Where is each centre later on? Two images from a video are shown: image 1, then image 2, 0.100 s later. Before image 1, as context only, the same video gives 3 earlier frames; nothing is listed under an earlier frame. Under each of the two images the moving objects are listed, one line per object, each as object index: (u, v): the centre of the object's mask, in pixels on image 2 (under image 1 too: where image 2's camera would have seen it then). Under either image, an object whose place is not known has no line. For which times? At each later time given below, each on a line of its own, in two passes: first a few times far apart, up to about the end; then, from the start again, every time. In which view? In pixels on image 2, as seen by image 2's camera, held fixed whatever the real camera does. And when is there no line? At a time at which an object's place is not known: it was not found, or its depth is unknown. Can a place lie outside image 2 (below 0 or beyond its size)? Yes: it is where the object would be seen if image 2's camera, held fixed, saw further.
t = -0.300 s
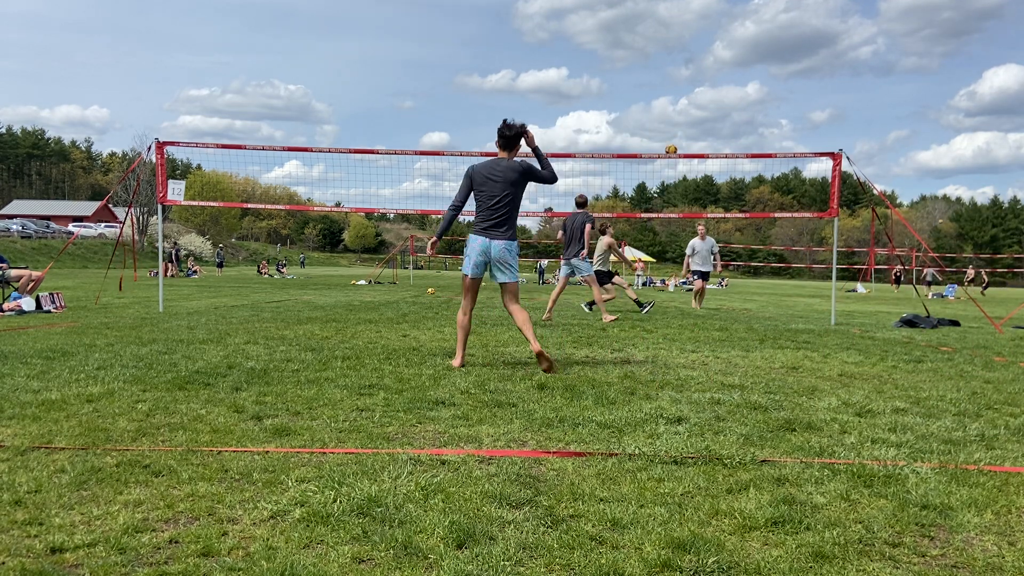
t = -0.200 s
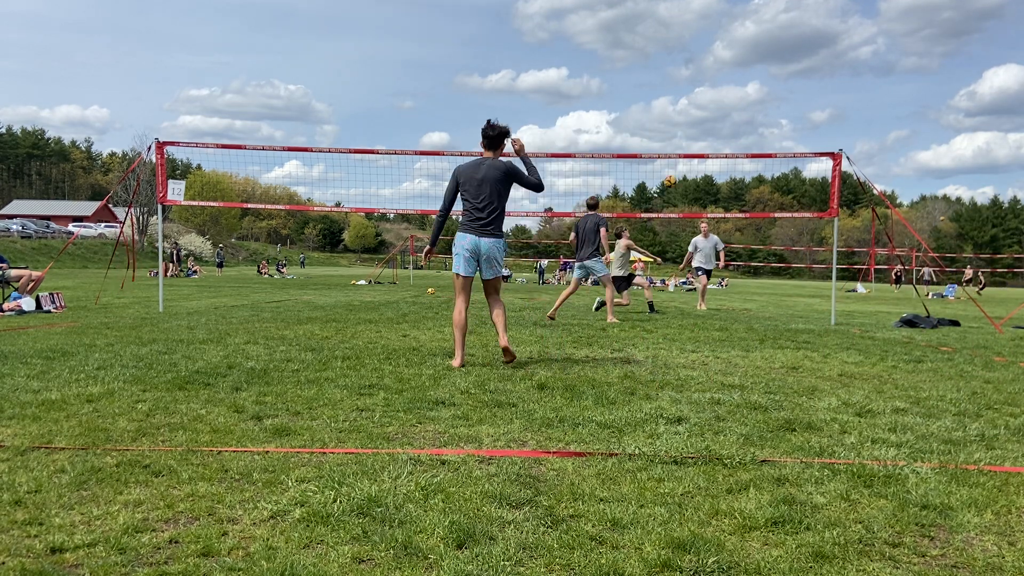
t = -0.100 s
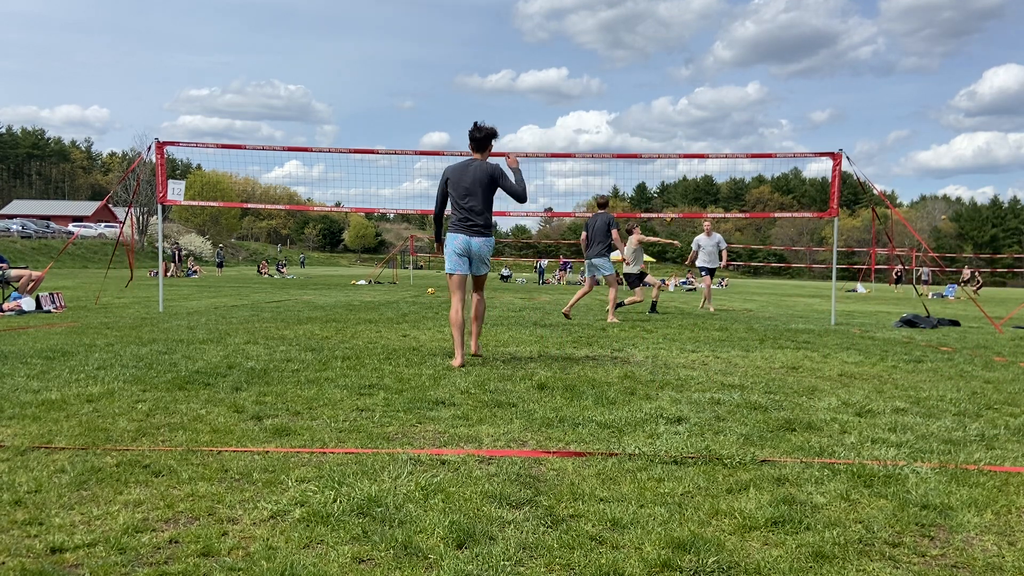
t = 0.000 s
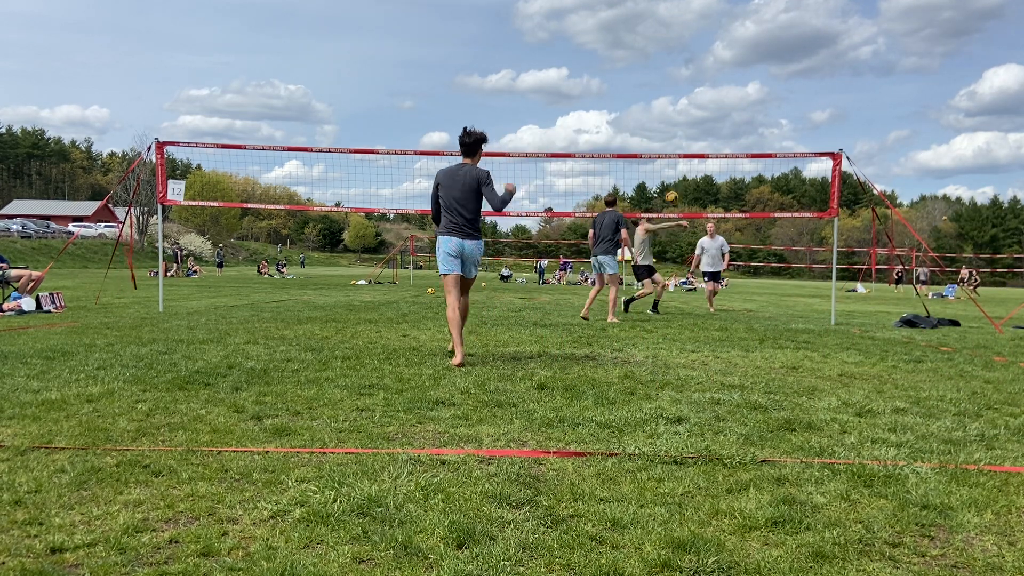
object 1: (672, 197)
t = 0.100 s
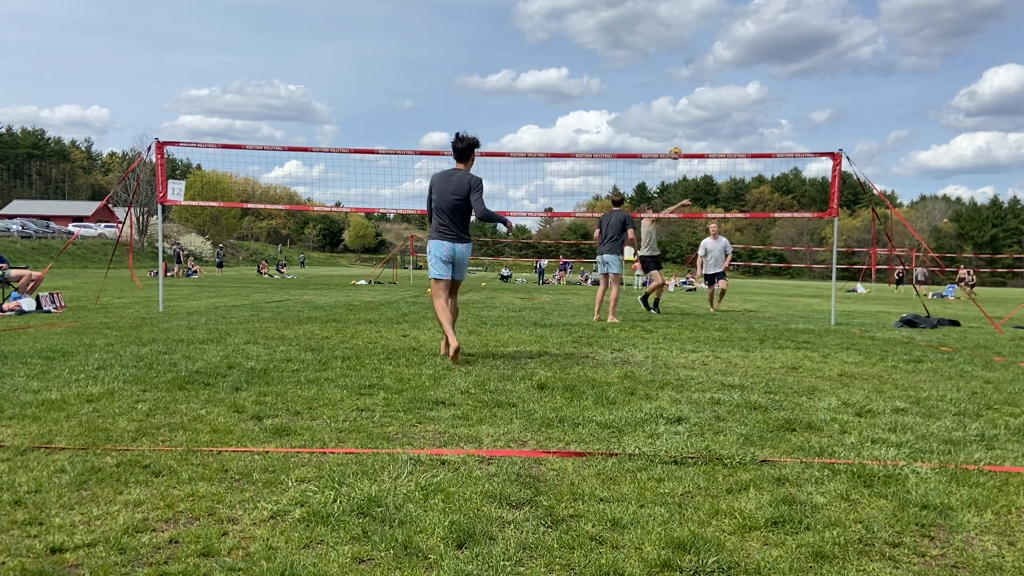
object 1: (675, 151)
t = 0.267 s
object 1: (680, 92)
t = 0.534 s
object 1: (688, 30)
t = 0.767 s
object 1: (694, 8)
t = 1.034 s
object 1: (700, 26)
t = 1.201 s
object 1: (705, 59)
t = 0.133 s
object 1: (676, 140)
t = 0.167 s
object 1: (677, 127)
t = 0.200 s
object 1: (678, 115)
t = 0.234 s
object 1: (679, 103)
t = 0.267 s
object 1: (680, 92)
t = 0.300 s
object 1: (681, 82)
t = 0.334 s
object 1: (682, 73)
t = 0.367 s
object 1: (683, 64)
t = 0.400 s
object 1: (684, 56)
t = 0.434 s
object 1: (685, 48)
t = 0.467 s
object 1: (686, 41)
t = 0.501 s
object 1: (687, 35)
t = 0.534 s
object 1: (688, 30)
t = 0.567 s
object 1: (689, 24)
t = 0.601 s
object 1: (690, 20)
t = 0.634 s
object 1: (691, 17)
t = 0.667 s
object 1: (692, 14)
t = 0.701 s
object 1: (692, 11)
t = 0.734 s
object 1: (693, 10)
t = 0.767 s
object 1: (694, 8)
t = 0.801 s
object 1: (695, 8)
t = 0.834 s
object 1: (696, 9)
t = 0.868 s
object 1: (696, 10)
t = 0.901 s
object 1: (697, 12)
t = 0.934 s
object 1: (698, 14)
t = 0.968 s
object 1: (699, 18)
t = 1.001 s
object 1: (700, 21)
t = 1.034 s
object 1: (700, 26)
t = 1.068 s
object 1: (701, 31)
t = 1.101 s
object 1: (702, 37)
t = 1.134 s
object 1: (703, 44)
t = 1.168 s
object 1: (704, 51)
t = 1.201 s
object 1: (705, 59)
